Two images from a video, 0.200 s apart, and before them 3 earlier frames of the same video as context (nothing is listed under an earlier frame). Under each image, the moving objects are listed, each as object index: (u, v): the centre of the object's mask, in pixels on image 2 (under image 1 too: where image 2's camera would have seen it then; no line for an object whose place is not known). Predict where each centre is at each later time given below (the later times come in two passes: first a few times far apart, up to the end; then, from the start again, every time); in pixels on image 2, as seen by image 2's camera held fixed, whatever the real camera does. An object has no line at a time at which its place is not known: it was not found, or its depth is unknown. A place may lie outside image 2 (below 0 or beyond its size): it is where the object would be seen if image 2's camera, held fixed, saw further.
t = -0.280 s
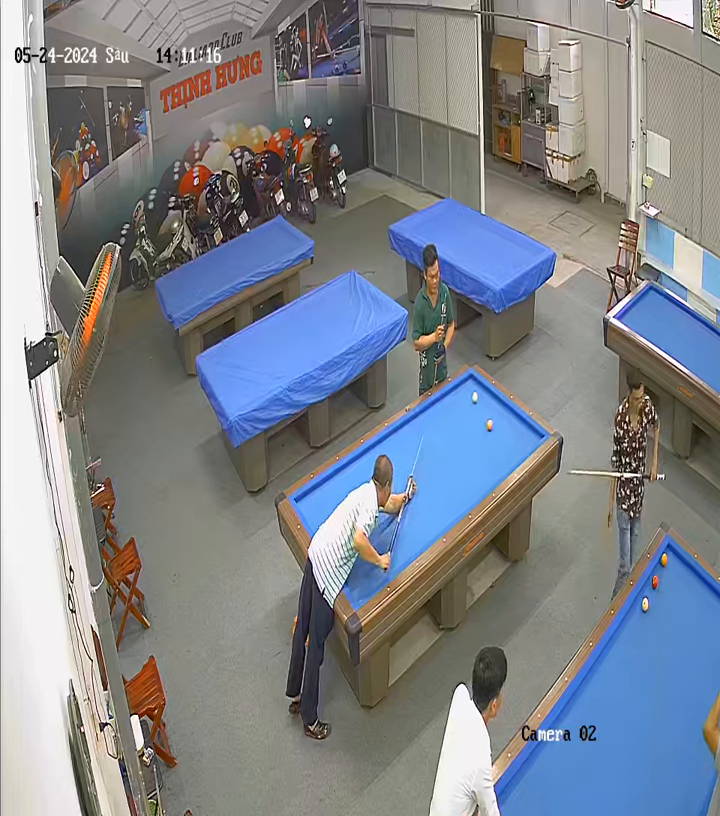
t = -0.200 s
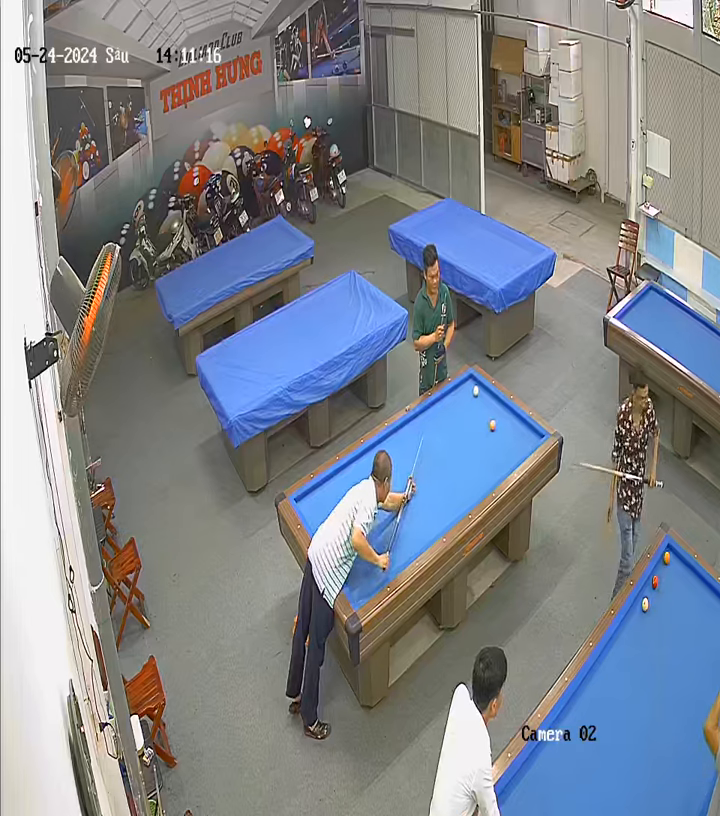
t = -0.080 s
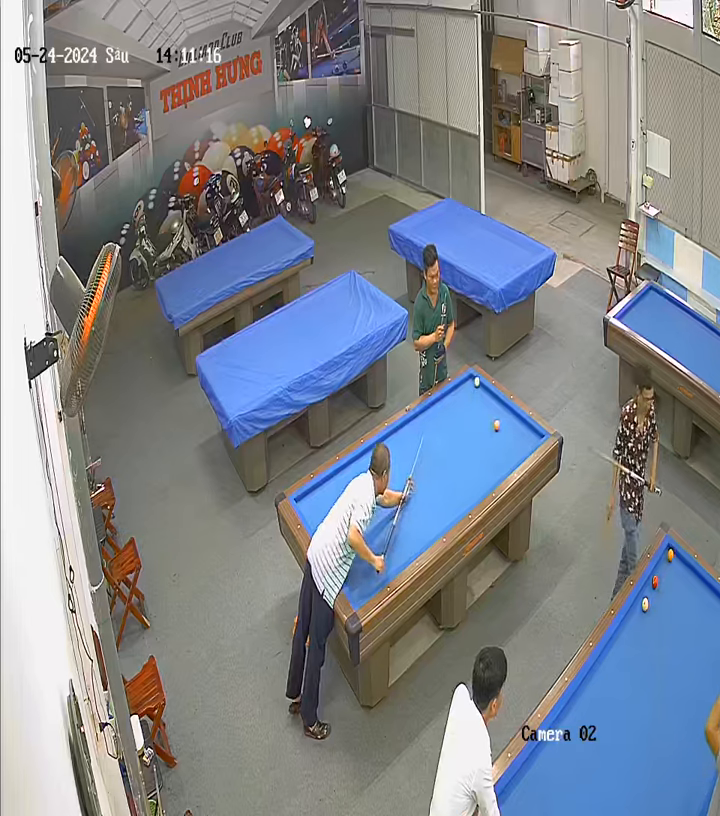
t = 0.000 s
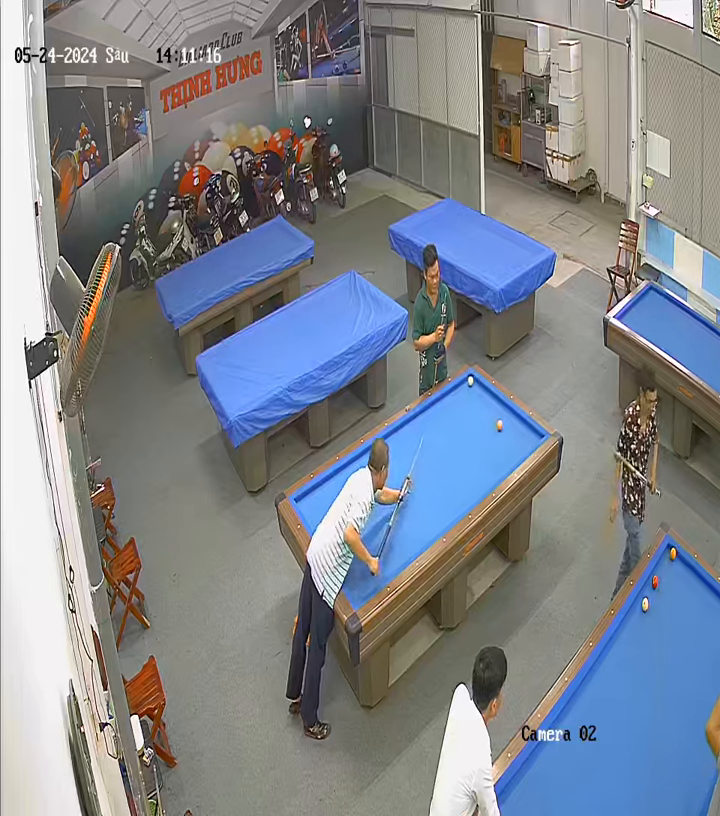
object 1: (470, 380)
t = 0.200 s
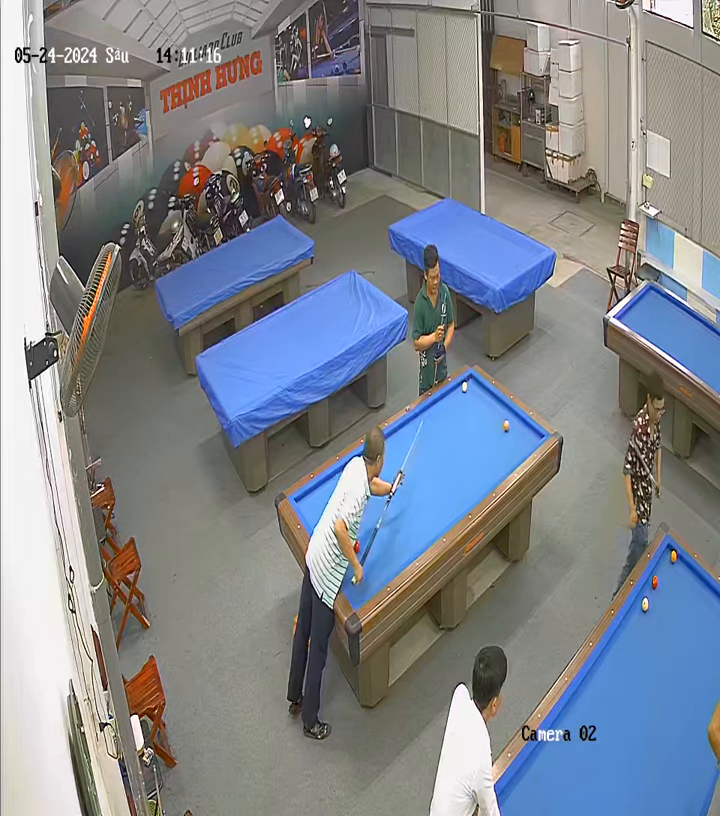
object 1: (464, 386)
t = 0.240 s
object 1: (464, 388)
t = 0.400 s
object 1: (462, 396)
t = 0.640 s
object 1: (459, 408)
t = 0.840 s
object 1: (457, 418)
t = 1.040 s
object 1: (454, 429)
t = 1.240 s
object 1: (452, 439)
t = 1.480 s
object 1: (449, 452)
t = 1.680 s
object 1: (446, 464)
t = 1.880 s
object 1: (444, 475)
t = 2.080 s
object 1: (442, 487)
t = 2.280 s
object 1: (439, 499)
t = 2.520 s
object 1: (436, 513)
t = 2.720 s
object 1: (433, 526)
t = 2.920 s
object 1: (429, 534)
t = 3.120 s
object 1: (421, 537)
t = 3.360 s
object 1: (413, 539)
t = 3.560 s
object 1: (405, 540)
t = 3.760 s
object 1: (398, 541)
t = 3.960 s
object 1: (391, 542)
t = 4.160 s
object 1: (385, 542)
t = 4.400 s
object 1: (378, 543)
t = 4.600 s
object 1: (372, 544)
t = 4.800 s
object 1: (366, 544)
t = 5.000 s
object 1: (362, 545)
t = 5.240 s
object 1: (361, 545)
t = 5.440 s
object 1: (361, 545)
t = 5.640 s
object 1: (361, 545)
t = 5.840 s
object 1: (361, 545)
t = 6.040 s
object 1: (361, 545)
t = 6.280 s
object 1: (361, 545)
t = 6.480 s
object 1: (361, 545)
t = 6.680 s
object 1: (361, 546)
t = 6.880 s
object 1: (361, 545)
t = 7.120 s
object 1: (361, 545)
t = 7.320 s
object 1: (361, 545)
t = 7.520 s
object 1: (361, 545)
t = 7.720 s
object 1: (361, 545)
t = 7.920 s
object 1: (361, 545)
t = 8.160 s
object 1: (361, 545)
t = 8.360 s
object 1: (361, 545)
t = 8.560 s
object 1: (361, 545)
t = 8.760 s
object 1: (361, 545)
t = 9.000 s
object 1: (361, 545)
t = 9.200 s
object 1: (361, 545)
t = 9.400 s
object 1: (361, 546)
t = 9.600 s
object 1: (361, 546)
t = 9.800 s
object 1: (361, 546)
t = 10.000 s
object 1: (361, 546)
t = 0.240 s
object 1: (464, 388)
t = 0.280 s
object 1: (463, 390)
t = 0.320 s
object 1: (463, 392)
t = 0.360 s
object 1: (462, 394)
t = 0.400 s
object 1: (462, 396)
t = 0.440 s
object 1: (461, 398)
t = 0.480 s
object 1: (461, 400)
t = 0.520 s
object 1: (460, 402)
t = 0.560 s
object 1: (460, 404)
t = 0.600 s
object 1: (459, 406)
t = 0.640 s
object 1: (459, 408)
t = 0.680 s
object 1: (459, 410)
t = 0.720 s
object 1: (458, 412)
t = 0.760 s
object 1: (458, 414)
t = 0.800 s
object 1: (457, 416)
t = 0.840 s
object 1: (457, 418)
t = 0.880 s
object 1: (456, 420)
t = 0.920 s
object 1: (456, 422)
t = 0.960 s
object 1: (455, 424)
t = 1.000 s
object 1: (455, 427)
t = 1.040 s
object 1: (454, 429)
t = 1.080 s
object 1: (454, 431)
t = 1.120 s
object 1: (454, 433)
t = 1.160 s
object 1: (453, 435)
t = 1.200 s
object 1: (453, 437)
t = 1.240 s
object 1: (452, 439)
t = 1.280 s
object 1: (452, 441)
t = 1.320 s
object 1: (451, 443)
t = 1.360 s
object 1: (451, 446)
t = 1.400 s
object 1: (450, 448)
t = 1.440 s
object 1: (450, 450)
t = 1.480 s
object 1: (449, 452)
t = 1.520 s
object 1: (449, 455)
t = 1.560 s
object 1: (448, 457)
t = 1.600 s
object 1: (448, 459)
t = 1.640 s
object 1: (447, 461)
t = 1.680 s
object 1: (446, 464)
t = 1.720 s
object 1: (446, 465)
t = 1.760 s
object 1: (446, 468)
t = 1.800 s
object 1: (445, 470)
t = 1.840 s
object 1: (445, 473)
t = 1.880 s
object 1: (444, 475)
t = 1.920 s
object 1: (444, 477)
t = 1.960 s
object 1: (443, 480)
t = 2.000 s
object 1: (442, 482)
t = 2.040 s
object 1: (442, 484)
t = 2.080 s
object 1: (442, 487)
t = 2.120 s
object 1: (441, 489)
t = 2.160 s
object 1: (440, 491)
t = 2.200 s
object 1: (440, 494)
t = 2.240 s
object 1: (439, 496)
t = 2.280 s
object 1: (439, 499)
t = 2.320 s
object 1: (438, 501)
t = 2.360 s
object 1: (438, 503)
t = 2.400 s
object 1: (437, 506)
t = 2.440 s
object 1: (437, 508)
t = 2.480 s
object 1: (436, 511)
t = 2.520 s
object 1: (436, 513)
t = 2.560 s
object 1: (435, 516)
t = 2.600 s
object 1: (435, 518)
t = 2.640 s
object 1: (434, 521)
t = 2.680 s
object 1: (434, 523)
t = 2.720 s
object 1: (433, 526)
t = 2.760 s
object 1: (432, 528)
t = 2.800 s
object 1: (432, 530)
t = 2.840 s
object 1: (431, 532)
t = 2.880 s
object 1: (431, 534)
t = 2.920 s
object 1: (429, 534)
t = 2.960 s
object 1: (428, 535)
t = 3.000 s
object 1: (426, 536)
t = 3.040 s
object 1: (425, 536)
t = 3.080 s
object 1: (423, 537)
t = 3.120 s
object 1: (421, 537)
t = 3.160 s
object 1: (420, 537)
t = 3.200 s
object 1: (419, 538)
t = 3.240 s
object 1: (417, 538)
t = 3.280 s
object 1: (416, 538)
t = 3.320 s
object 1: (414, 538)
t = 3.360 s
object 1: (413, 539)
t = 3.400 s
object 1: (411, 539)
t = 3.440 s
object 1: (410, 539)
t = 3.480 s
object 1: (408, 539)
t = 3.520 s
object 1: (407, 539)
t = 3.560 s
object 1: (405, 540)
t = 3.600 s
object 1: (404, 540)
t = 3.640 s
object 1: (402, 540)
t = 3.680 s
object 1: (401, 540)
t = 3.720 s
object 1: (400, 540)
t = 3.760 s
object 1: (398, 541)
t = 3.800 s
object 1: (397, 541)
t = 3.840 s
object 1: (396, 541)
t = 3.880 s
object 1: (394, 541)
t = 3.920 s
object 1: (393, 541)
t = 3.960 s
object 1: (391, 542)
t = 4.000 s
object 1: (390, 542)
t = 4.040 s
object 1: (389, 542)
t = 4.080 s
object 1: (388, 542)
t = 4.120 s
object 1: (386, 542)
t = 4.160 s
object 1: (385, 542)
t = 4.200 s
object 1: (384, 542)
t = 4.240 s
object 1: (382, 542)
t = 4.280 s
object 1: (381, 542)
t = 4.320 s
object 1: (380, 542)
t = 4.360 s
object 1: (379, 543)
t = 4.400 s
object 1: (378, 543)
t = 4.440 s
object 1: (376, 543)
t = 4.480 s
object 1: (375, 543)
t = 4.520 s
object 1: (374, 543)
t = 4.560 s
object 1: (372, 544)
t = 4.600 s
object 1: (372, 544)
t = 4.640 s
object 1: (370, 544)
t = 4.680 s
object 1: (369, 544)
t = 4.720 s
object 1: (368, 544)
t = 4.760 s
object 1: (367, 544)
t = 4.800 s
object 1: (366, 544)
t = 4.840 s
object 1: (365, 544)
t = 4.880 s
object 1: (364, 544)
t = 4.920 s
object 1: (363, 544)
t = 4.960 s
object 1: (363, 544)
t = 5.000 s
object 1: (362, 545)
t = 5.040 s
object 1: (362, 545)
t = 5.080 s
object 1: (362, 545)
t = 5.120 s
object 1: (362, 545)
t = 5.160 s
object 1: (362, 545)
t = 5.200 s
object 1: (361, 545)
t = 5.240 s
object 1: (361, 545)
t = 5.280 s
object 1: (361, 545)
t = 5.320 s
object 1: (361, 545)
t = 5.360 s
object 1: (361, 545)
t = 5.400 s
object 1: (361, 545)
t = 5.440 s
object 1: (361, 545)
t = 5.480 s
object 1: (361, 545)
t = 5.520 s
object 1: (361, 545)
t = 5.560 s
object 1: (361, 545)
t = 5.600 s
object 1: (361, 545)
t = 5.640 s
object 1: (361, 545)
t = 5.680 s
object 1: (361, 545)
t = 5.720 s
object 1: (361, 545)
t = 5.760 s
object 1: (361, 545)
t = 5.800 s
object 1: (361, 545)
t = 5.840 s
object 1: (361, 545)
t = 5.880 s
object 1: (361, 545)
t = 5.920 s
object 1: (361, 545)
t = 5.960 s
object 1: (361, 545)
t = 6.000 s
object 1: (361, 545)
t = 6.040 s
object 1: (361, 545)
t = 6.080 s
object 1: (361, 545)
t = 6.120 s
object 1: (361, 545)
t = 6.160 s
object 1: (361, 545)
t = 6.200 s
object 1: (361, 545)
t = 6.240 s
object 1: (361, 545)
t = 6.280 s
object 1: (361, 545)
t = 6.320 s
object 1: (361, 545)
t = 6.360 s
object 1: (361, 545)
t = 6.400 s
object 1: (361, 545)
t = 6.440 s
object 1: (361, 545)
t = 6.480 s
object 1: (361, 545)
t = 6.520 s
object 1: (361, 545)
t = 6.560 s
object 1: (361, 545)
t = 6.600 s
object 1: (361, 546)
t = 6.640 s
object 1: (361, 545)
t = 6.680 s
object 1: (361, 546)
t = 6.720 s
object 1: (361, 546)
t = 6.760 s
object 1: (361, 546)
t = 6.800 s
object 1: (361, 546)
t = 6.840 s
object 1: (361, 546)
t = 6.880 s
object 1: (361, 545)
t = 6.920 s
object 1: (361, 546)
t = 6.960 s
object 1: (361, 545)
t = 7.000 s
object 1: (361, 546)
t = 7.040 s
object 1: (361, 546)
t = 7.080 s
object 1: (361, 545)
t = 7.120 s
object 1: (361, 545)
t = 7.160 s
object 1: (361, 545)
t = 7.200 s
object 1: (361, 545)
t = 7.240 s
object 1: (361, 546)
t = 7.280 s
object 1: (361, 546)
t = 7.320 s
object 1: (361, 545)
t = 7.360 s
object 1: (361, 545)
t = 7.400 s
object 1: (361, 546)
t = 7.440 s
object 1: (361, 545)
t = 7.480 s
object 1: (361, 545)
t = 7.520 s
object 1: (361, 545)
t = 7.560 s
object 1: (361, 546)
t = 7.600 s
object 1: (361, 545)
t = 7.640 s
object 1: (361, 545)
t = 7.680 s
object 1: (361, 545)
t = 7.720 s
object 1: (361, 545)
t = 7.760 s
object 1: (361, 545)
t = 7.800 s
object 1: (361, 545)
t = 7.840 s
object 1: (361, 545)
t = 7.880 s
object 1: (361, 545)
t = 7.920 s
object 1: (361, 545)
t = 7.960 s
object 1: (361, 545)
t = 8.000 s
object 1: (361, 545)
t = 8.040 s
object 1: (361, 545)
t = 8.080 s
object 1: (361, 545)
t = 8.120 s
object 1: (361, 545)
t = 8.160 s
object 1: (361, 545)
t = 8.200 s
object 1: (361, 545)
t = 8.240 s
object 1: (361, 545)
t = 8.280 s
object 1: (361, 545)
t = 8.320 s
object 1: (361, 545)
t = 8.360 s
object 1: (361, 545)
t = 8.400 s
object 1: (361, 545)
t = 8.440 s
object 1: (361, 545)
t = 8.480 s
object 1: (361, 545)
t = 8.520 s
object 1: (361, 545)
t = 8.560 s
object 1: (361, 545)
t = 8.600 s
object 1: (361, 545)
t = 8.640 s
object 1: (361, 545)
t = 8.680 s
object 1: (361, 545)
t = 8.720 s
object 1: (361, 545)
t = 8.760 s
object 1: (361, 545)
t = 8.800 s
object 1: (361, 545)
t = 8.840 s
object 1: (361, 545)
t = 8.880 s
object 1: (361, 545)
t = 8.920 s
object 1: (361, 545)
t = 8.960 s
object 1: (361, 545)
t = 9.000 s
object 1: (361, 545)
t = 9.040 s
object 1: (361, 545)
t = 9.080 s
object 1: (361, 546)
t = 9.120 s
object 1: (361, 545)
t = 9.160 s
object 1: (361, 545)
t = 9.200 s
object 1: (361, 545)
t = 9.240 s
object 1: (361, 545)
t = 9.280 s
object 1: (361, 545)
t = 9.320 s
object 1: (361, 546)
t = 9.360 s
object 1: (361, 546)
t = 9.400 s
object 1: (361, 546)
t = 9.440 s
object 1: (361, 546)
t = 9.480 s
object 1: (361, 546)
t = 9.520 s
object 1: (361, 545)
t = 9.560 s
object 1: (361, 546)
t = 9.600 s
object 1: (361, 546)
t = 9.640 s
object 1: (361, 546)
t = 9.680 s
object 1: (361, 546)
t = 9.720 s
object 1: (361, 546)
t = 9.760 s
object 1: (361, 546)
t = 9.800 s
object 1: (361, 546)
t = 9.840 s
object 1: (361, 546)
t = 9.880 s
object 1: (361, 546)
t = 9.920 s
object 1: (361, 546)
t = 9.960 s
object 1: (361, 546)
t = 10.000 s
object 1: (361, 546)
